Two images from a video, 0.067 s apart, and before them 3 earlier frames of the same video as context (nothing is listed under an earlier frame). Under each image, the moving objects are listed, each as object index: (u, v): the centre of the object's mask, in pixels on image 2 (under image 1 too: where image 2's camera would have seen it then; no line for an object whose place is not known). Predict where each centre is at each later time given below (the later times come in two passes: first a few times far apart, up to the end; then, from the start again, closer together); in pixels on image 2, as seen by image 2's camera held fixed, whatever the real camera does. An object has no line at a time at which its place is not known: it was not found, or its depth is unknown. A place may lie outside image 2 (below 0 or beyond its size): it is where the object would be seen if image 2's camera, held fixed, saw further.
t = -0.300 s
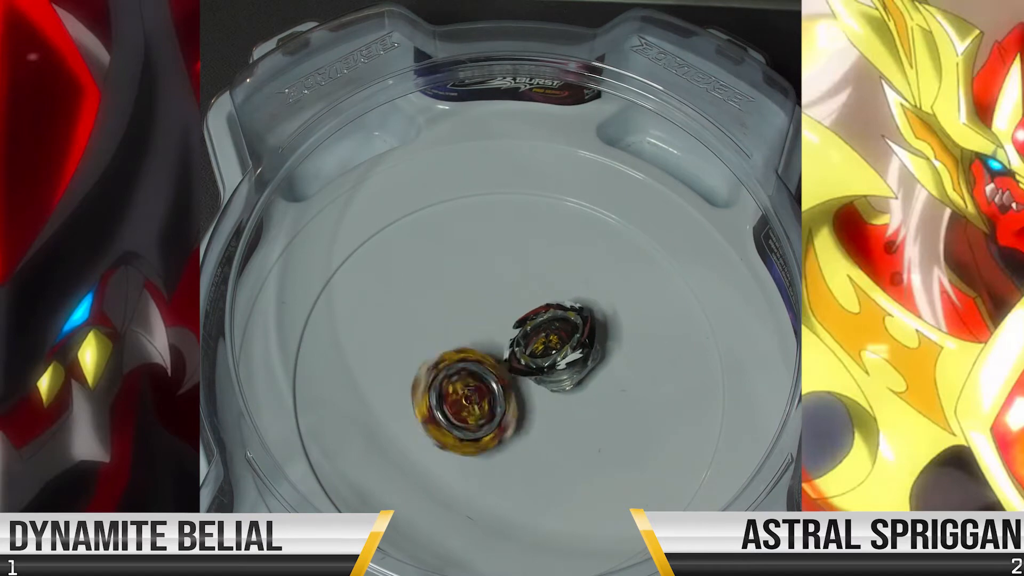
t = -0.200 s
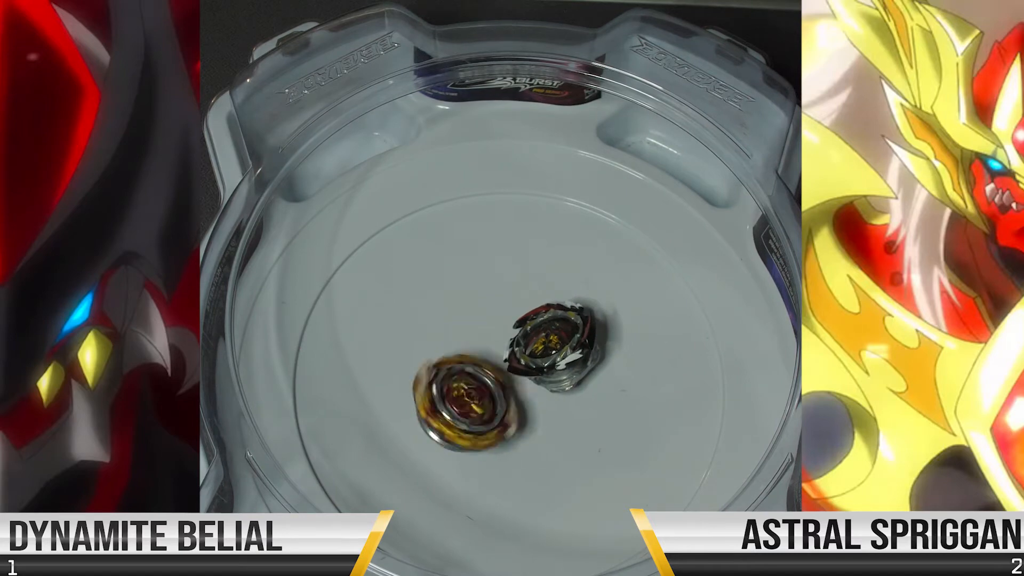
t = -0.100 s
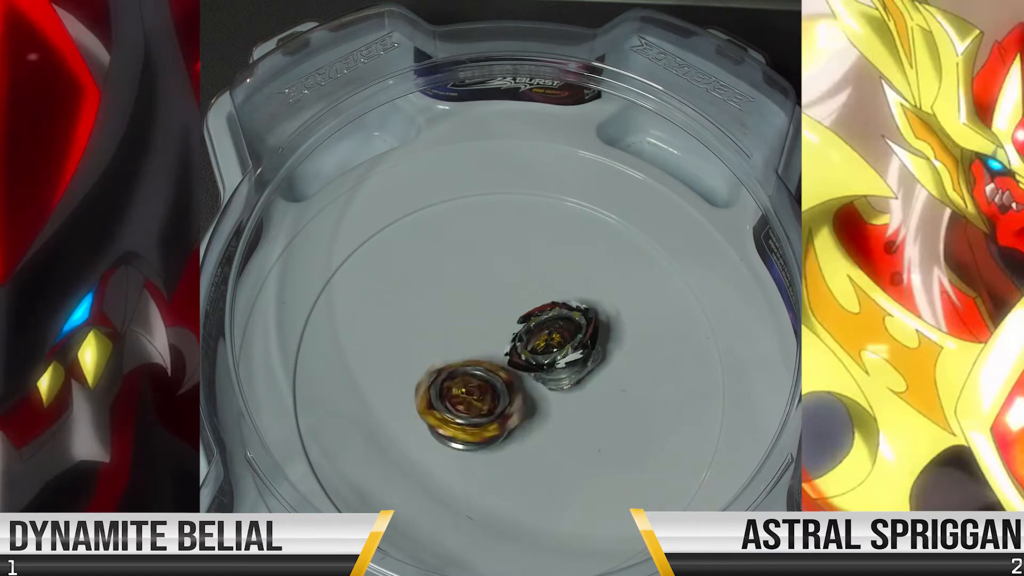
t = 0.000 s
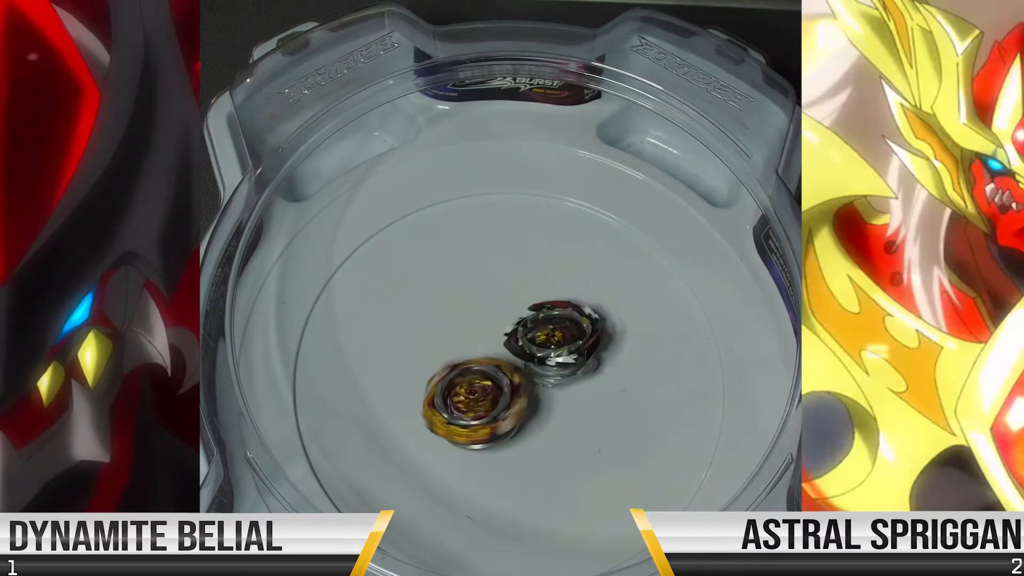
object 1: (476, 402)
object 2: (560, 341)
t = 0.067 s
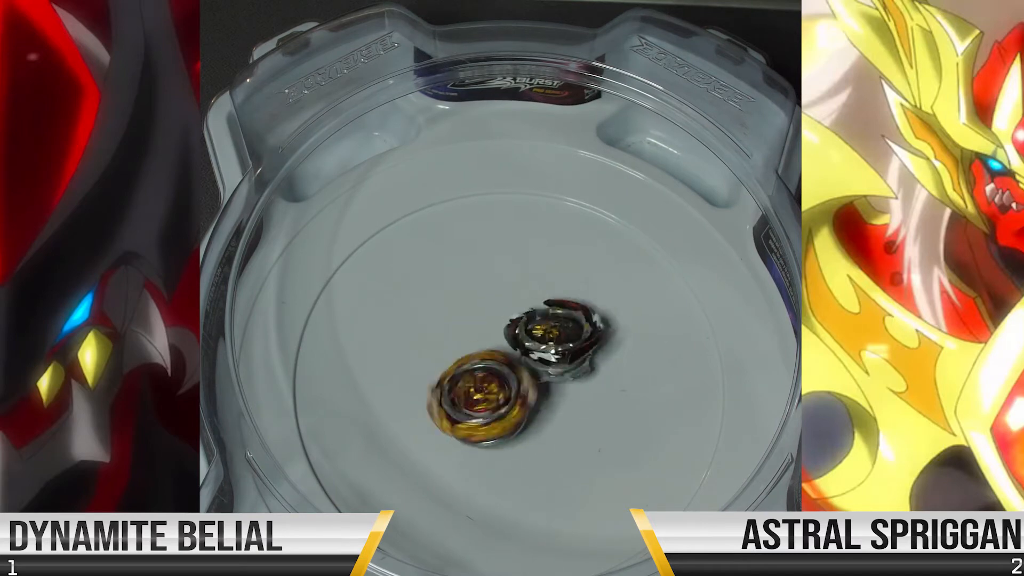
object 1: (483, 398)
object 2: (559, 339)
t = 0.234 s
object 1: (484, 391)
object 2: (558, 334)
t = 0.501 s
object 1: (488, 399)
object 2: (559, 332)
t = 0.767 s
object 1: (500, 398)
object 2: (561, 324)
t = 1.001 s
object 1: (513, 400)
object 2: (562, 324)
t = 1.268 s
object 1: (527, 412)
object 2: (561, 325)
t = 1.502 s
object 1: (513, 414)
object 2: (565, 333)
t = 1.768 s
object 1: (494, 418)
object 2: (554, 344)
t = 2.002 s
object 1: (493, 418)
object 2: (551, 344)
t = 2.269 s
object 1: (493, 418)
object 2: (551, 344)
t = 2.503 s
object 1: (493, 418)
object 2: (551, 343)
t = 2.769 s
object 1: (493, 418)
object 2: (552, 342)
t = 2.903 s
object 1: (493, 418)
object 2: (552, 341)
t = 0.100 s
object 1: (483, 395)
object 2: (558, 338)
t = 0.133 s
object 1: (484, 392)
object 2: (558, 337)
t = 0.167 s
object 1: (484, 391)
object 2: (558, 334)
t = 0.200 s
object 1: (483, 390)
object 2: (558, 333)
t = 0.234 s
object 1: (484, 391)
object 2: (558, 334)
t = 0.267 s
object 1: (484, 390)
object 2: (558, 333)
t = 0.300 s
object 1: (486, 387)
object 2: (559, 333)
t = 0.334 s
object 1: (486, 389)
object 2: (559, 332)
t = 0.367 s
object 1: (489, 394)
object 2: (559, 331)
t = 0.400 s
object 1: (490, 394)
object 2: (559, 331)
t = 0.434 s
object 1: (487, 396)
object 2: (558, 332)
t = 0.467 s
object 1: (487, 398)
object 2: (559, 332)
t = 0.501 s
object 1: (488, 399)
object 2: (559, 332)
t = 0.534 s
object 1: (492, 397)
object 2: (559, 332)
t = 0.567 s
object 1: (494, 396)
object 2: (559, 330)
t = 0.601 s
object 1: (496, 400)
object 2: (560, 327)
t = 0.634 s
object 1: (497, 403)
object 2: (560, 327)
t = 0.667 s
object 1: (502, 402)
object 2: (561, 327)
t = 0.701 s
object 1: (500, 400)
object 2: (561, 327)
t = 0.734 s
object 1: (501, 398)
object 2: (561, 325)
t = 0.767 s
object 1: (500, 398)
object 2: (561, 324)
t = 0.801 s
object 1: (503, 400)
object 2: (561, 324)
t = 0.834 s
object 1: (505, 402)
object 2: (562, 324)
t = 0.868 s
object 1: (507, 405)
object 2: (562, 325)
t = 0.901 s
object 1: (510, 407)
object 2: (562, 325)
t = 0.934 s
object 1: (510, 406)
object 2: (562, 325)
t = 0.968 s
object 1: (510, 403)
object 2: (562, 325)
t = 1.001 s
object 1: (513, 400)
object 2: (562, 324)
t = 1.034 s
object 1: (514, 401)
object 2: (562, 324)
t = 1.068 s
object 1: (515, 404)
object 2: (562, 325)
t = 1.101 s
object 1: (518, 409)
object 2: (562, 324)
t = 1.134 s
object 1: (519, 412)
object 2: (561, 325)
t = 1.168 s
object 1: (522, 413)
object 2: (562, 325)
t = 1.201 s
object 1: (525, 413)
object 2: (562, 325)
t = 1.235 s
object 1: (525, 411)
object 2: (562, 325)
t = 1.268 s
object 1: (527, 412)
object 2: (561, 325)
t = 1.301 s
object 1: (528, 415)
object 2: (562, 325)
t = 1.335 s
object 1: (527, 418)
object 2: (564, 326)
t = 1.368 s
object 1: (523, 420)
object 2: (564, 328)
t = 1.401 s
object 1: (520, 421)
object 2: (564, 330)
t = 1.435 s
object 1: (518, 420)
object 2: (564, 331)
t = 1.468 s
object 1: (517, 416)
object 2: (565, 332)
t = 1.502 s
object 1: (513, 414)
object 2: (565, 333)
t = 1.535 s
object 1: (510, 414)
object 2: (563, 333)
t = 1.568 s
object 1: (506, 414)
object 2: (563, 336)
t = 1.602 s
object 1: (502, 415)
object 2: (561, 338)
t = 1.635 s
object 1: (498, 415)
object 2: (560, 340)
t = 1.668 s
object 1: (496, 416)
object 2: (560, 340)
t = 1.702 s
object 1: (495, 418)
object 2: (558, 341)
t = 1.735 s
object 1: (495, 418)
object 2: (556, 343)
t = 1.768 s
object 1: (494, 418)
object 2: (554, 344)
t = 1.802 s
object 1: (494, 418)
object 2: (552, 344)
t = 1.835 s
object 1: (493, 418)
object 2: (552, 344)
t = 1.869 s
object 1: (493, 418)
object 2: (551, 344)
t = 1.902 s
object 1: (493, 418)
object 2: (550, 344)
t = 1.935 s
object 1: (493, 418)
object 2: (551, 344)
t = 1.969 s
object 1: (493, 418)
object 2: (551, 344)
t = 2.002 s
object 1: (493, 418)
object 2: (551, 344)
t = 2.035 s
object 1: (493, 418)
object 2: (551, 344)
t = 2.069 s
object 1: (493, 418)
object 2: (551, 344)
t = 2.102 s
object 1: (493, 418)
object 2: (551, 344)
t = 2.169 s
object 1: (493, 418)
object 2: (551, 344)
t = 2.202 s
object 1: (493, 418)
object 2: (551, 344)
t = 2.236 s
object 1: (493, 418)
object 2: (551, 344)
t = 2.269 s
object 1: (493, 418)
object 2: (551, 344)
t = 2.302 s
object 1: (493, 418)
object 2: (551, 344)
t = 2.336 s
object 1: (493, 418)
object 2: (551, 343)
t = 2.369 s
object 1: (493, 418)
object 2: (551, 344)
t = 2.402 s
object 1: (493, 418)
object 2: (551, 343)
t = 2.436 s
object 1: (493, 418)
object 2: (551, 343)
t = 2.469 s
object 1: (493, 418)
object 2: (551, 343)
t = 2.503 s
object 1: (493, 418)
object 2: (551, 343)
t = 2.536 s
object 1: (493, 418)
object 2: (552, 343)
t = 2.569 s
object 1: (493, 418)
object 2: (552, 343)
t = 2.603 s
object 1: (493, 418)
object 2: (552, 343)
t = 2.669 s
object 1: (493, 418)
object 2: (552, 342)
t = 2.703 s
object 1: (493, 418)
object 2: (552, 342)
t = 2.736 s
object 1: (493, 418)
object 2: (552, 342)
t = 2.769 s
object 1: (493, 418)
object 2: (552, 342)
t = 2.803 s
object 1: (493, 418)
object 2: (552, 342)
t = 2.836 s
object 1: (493, 418)
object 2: (552, 341)
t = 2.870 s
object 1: (493, 418)
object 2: (552, 341)
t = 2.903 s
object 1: (493, 418)
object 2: (552, 341)
